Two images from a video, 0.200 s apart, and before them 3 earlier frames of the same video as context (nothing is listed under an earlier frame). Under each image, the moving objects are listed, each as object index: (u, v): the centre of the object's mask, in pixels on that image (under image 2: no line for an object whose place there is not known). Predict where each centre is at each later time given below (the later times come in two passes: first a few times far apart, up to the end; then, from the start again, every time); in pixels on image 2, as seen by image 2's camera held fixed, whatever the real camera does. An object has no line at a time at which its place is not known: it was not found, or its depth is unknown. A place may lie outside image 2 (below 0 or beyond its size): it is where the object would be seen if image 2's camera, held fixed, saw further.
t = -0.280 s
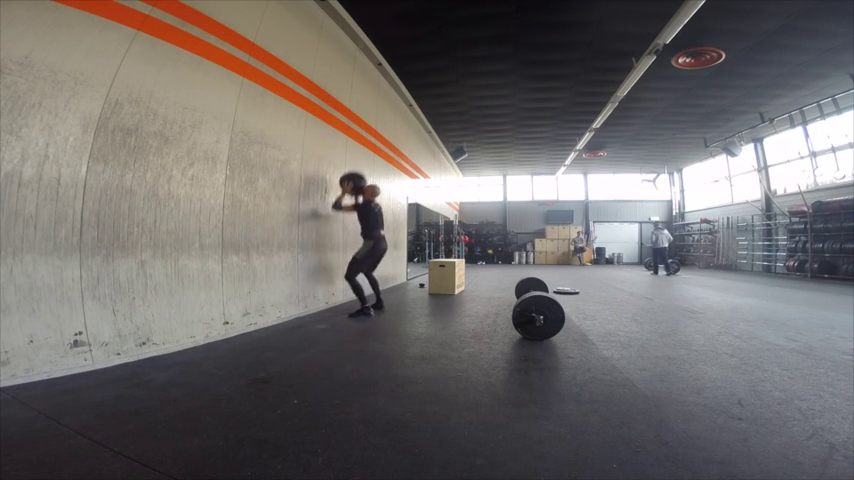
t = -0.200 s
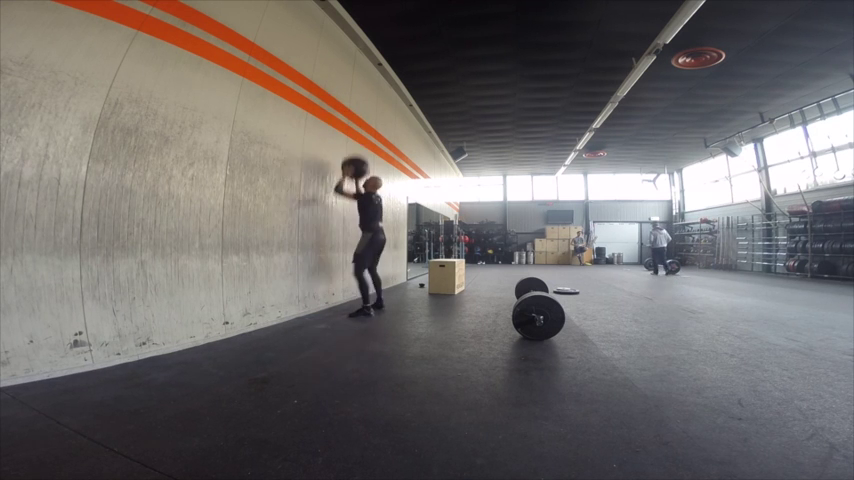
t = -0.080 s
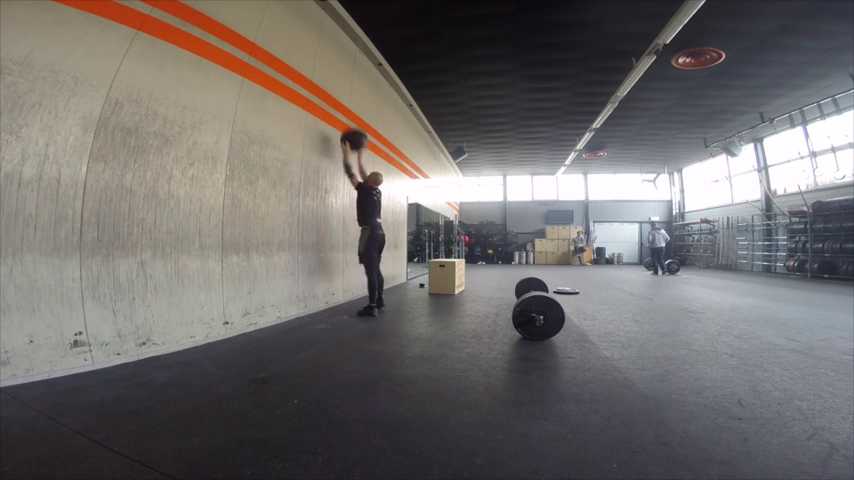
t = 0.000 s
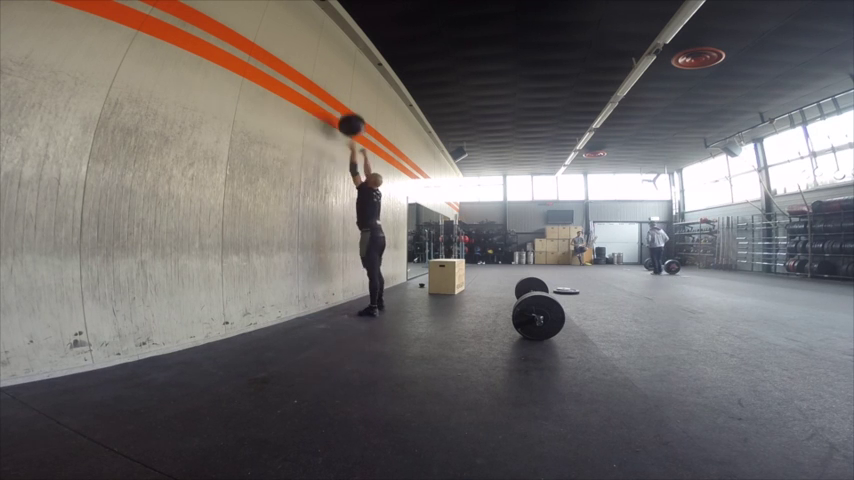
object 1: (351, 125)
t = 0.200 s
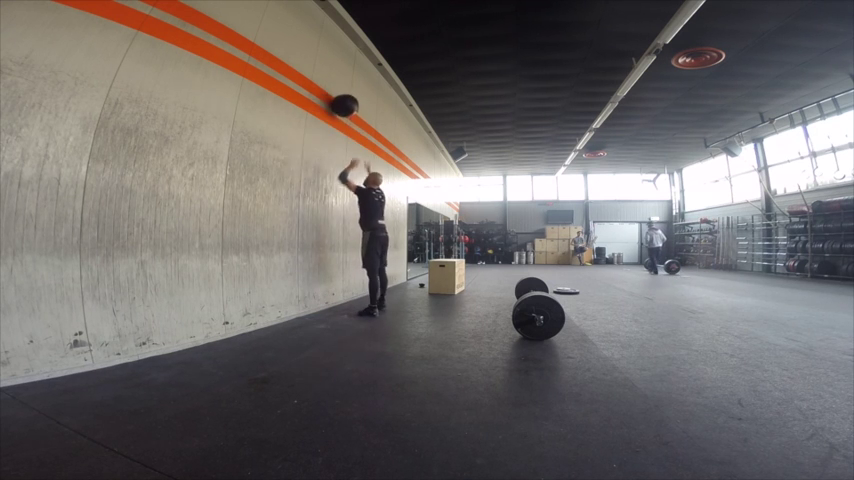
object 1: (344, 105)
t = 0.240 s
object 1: (343, 104)
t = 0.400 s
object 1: (344, 107)
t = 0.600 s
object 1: (346, 132)
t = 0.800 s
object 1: (346, 188)
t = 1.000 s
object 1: (348, 285)
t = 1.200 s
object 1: (352, 280)
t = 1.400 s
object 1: (356, 274)
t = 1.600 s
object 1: (359, 299)
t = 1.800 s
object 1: (360, 299)
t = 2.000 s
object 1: (361, 303)
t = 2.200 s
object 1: (360, 305)
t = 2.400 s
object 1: (361, 305)
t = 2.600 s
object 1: (361, 305)
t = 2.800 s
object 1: (361, 305)
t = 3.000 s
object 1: (361, 305)
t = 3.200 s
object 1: (361, 305)
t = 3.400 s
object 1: (361, 305)
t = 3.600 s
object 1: (361, 305)
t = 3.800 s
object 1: (361, 305)
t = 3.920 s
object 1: (361, 305)
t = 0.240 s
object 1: (343, 104)
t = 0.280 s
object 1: (342, 104)
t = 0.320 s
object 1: (343, 104)
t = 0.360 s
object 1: (343, 105)
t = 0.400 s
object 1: (344, 107)
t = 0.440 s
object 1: (345, 110)
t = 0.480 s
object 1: (345, 114)
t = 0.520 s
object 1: (345, 119)
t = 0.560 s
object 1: (346, 125)
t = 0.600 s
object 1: (346, 132)
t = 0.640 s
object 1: (346, 141)
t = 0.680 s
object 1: (346, 150)
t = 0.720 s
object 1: (346, 161)
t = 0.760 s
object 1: (346, 174)
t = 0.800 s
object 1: (346, 188)
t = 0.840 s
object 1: (347, 205)
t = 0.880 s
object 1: (347, 223)
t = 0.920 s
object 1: (348, 242)
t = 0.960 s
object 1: (348, 263)
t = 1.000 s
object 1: (348, 285)
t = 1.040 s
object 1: (349, 303)
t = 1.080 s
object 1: (351, 297)
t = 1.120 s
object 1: (351, 290)
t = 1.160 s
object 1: (352, 284)
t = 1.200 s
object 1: (352, 280)
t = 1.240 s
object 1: (353, 276)
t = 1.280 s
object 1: (354, 274)
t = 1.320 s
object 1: (354, 273)
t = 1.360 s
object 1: (355, 273)
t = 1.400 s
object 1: (356, 274)
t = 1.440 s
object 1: (357, 277)
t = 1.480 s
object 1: (357, 280)
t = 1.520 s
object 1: (358, 285)
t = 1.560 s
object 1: (359, 292)
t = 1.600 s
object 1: (359, 299)
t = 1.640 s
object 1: (360, 305)
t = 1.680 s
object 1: (360, 302)
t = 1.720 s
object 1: (360, 300)
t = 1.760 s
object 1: (360, 299)
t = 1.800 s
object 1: (360, 299)
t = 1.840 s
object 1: (360, 300)
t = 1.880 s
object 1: (361, 303)
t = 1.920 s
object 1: (361, 305)
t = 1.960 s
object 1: (361, 304)
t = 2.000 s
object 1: (361, 303)
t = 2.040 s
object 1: (360, 304)
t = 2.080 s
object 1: (360, 305)
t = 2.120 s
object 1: (360, 305)
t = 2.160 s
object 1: (360, 305)
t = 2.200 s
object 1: (360, 305)
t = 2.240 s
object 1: (360, 305)
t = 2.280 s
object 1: (360, 305)
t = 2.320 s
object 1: (361, 305)
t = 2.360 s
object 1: (361, 305)
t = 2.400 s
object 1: (361, 305)
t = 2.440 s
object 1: (361, 305)
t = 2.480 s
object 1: (361, 305)
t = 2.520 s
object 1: (361, 305)
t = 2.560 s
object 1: (361, 305)
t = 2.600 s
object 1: (361, 305)
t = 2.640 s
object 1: (361, 305)
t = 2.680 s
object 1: (361, 305)
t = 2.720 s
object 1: (361, 305)
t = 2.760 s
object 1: (361, 305)
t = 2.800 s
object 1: (361, 305)
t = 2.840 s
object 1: (361, 305)
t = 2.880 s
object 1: (361, 305)
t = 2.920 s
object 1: (361, 305)
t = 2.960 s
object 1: (361, 305)
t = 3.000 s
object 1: (361, 305)
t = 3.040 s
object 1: (361, 305)
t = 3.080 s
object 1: (361, 305)
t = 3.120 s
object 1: (361, 305)
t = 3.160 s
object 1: (361, 305)
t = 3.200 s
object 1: (361, 305)
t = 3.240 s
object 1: (361, 305)
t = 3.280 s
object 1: (361, 305)
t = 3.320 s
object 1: (361, 305)
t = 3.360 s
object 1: (361, 305)
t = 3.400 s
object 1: (361, 305)
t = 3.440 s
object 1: (361, 305)
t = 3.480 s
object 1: (361, 305)
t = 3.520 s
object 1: (361, 305)
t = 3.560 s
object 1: (361, 305)
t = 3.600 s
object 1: (361, 305)
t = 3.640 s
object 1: (361, 305)
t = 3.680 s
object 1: (361, 305)
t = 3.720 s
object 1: (361, 305)
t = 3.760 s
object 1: (361, 305)
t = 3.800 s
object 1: (361, 305)
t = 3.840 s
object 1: (361, 305)
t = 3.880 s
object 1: (361, 305)
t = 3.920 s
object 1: (361, 305)
